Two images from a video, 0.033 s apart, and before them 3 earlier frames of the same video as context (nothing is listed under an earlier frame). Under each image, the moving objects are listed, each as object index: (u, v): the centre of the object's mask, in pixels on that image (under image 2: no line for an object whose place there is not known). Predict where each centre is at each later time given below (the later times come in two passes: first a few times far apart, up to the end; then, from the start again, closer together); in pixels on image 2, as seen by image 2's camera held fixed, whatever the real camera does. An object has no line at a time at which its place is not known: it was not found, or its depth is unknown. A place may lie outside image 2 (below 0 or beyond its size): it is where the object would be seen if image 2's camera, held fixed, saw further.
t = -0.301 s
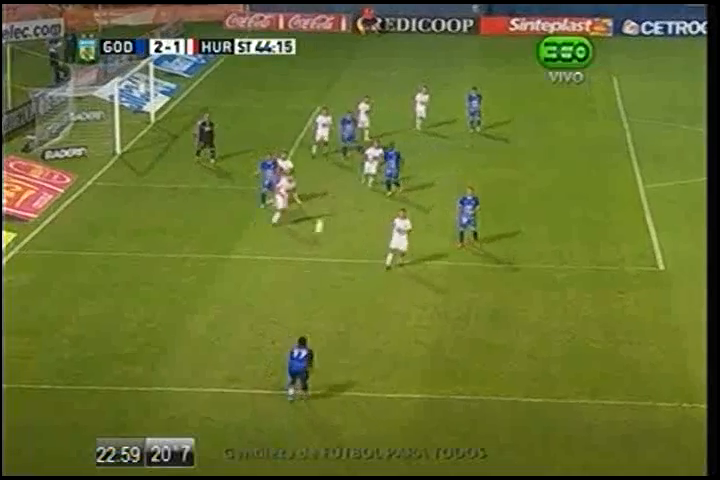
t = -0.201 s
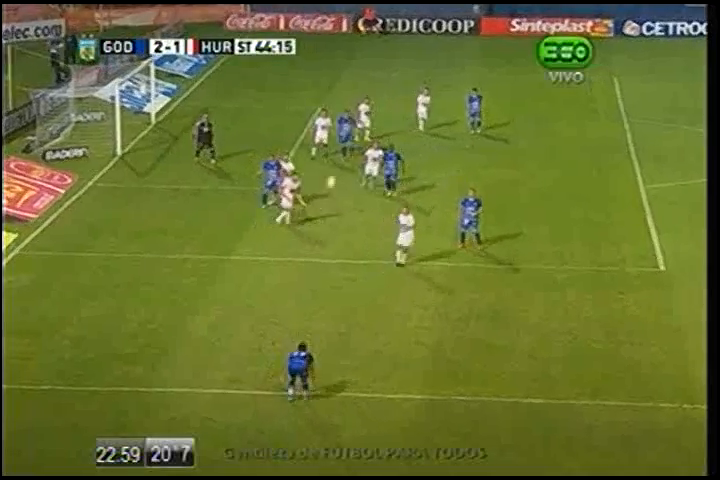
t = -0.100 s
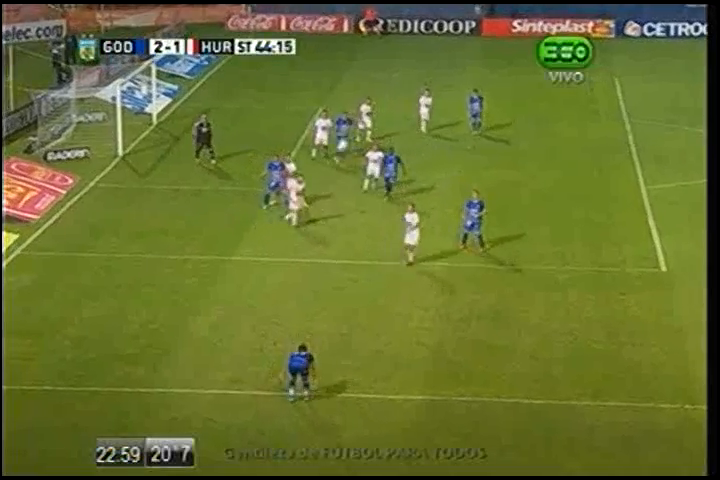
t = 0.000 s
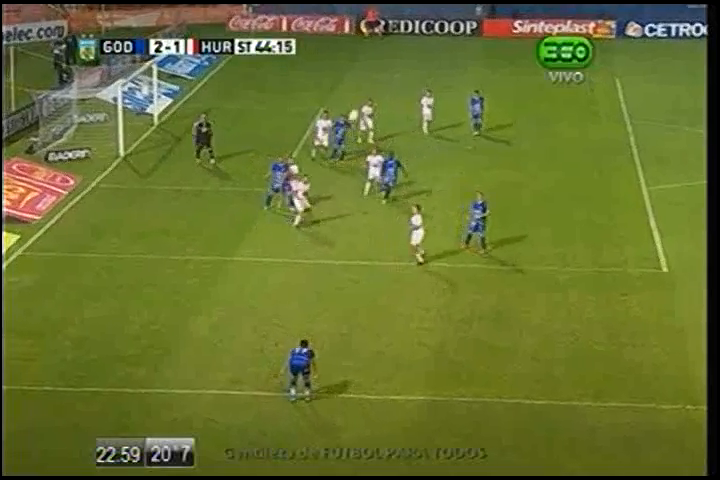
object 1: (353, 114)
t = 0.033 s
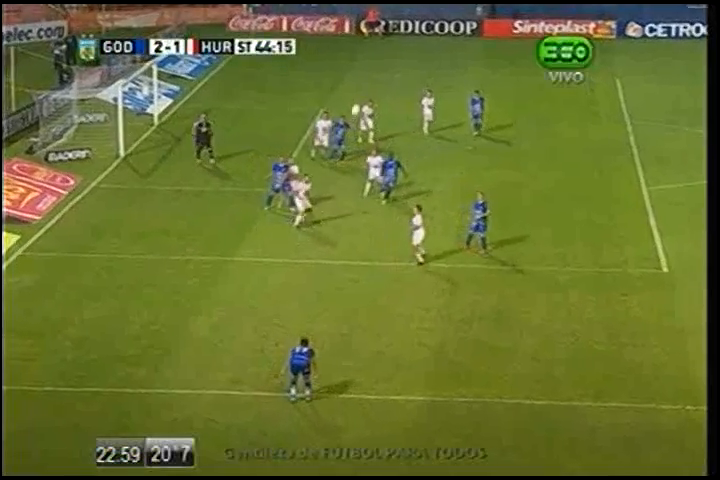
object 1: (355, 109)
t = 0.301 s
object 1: (384, 56)
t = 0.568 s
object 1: (408, 42)
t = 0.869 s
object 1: (435, 62)
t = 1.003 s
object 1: (445, 81)
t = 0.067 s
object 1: (360, 99)
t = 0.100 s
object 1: (364, 88)
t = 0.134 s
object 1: (371, 80)
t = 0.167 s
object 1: (371, 76)
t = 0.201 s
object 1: (374, 69)
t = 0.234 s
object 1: (376, 66)
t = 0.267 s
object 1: (380, 62)
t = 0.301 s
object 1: (384, 56)
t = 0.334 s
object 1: (387, 52)
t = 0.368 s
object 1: (388, 50)
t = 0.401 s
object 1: (391, 48)
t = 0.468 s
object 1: (398, 44)
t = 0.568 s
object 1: (408, 42)
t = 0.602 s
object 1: (412, 44)
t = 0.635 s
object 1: (414, 44)
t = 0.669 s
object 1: (418, 46)
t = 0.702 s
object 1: (421, 48)
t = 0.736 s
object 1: (424, 50)
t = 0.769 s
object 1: (426, 52)
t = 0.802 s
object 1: (430, 56)
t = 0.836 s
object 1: (431, 57)
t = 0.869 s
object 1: (435, 62)
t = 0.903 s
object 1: (437, 67)
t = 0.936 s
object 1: (441, 72)
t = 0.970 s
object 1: (442, 74)
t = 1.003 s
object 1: (445, 81)
